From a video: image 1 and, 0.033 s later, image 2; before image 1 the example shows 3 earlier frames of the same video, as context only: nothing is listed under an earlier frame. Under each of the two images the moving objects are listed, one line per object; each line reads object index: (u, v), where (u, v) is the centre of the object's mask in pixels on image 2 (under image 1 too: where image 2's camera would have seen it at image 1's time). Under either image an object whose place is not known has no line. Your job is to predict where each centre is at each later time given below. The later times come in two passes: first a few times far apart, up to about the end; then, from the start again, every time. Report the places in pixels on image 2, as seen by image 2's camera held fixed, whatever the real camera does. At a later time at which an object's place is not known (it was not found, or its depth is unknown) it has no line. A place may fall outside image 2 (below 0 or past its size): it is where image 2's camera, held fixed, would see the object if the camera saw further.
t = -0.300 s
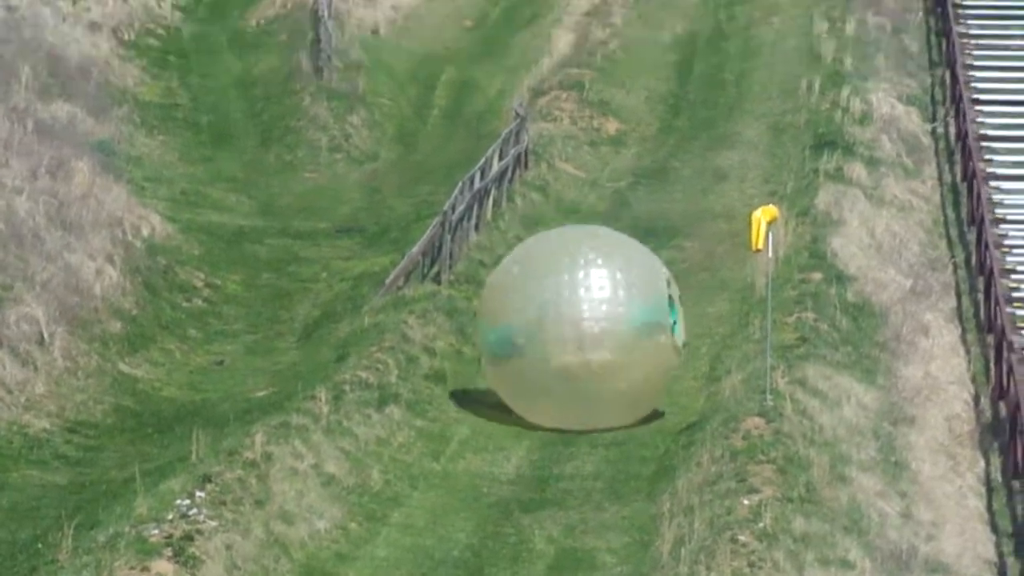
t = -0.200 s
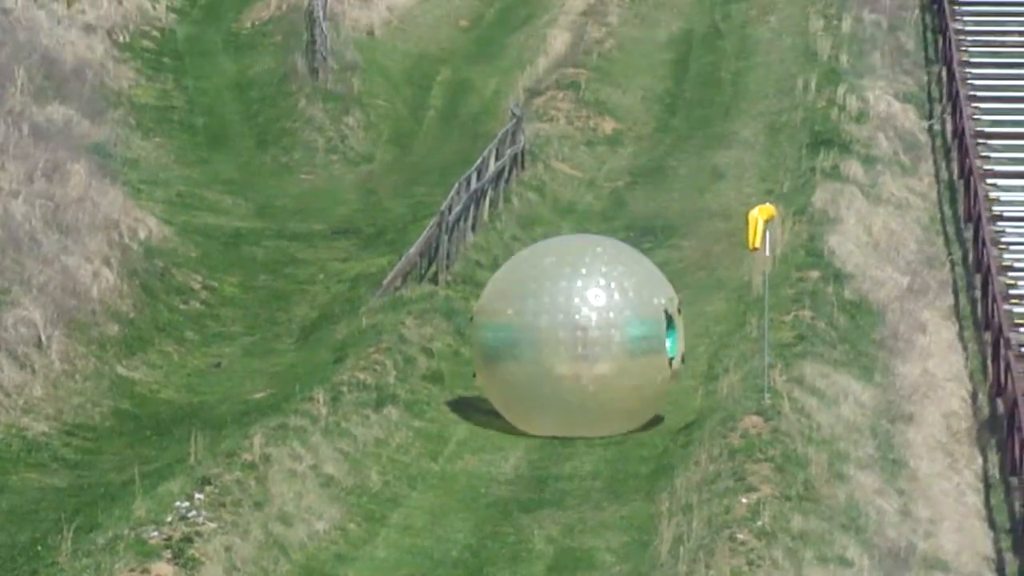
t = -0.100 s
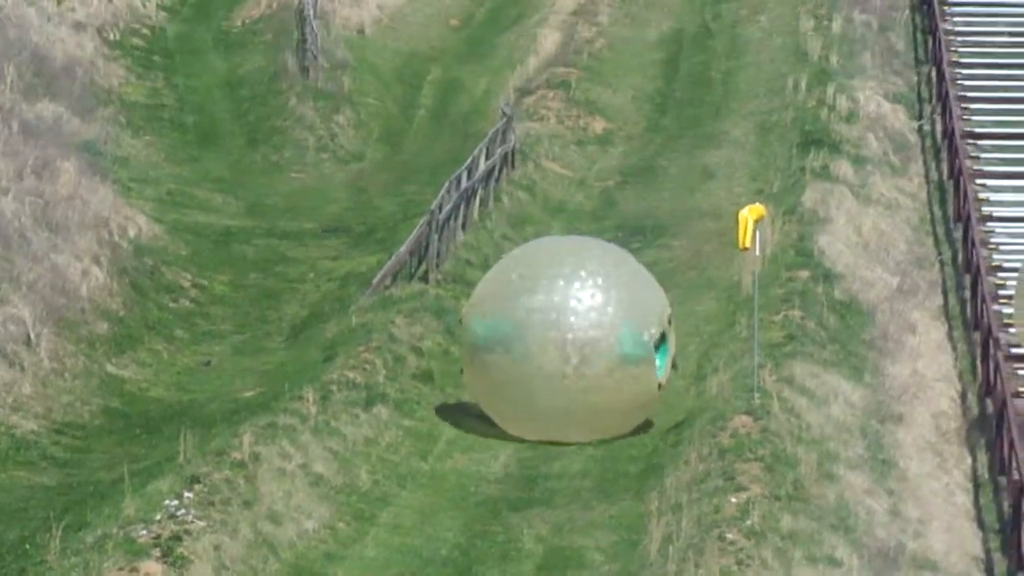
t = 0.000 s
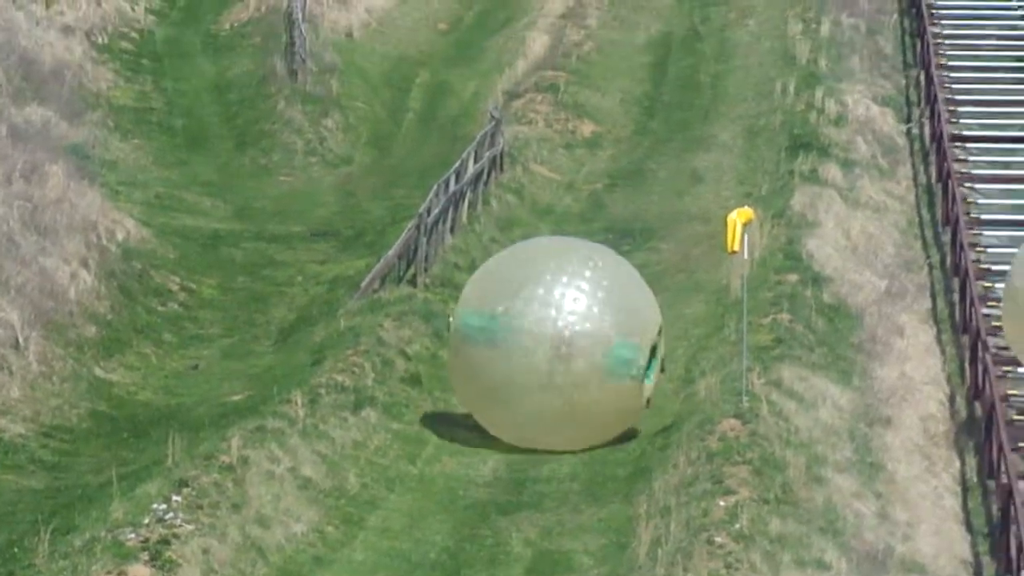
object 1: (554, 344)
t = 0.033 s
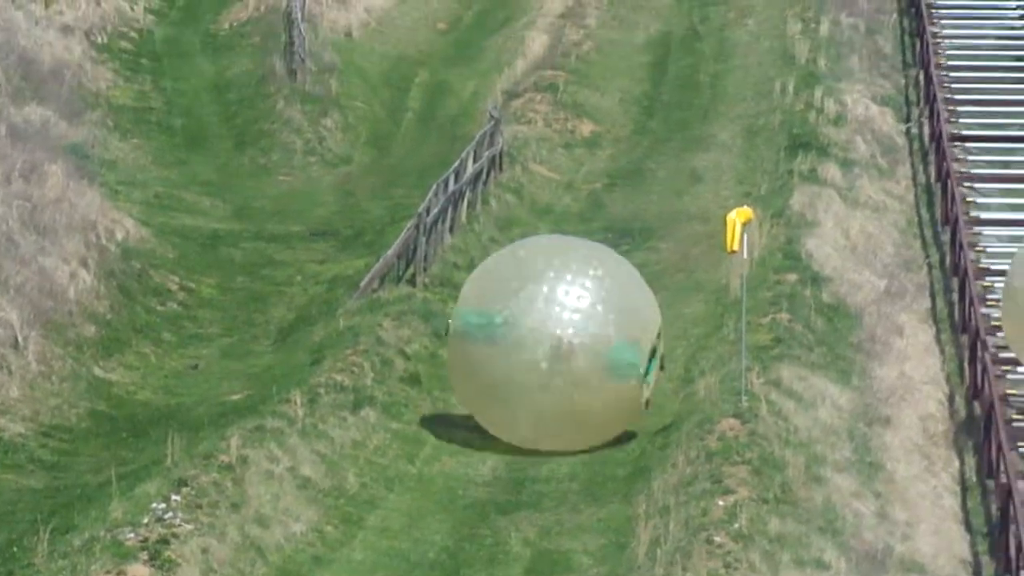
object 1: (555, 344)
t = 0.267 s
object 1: (555, 354)
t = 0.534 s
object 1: (552, 377)
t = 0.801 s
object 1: (547, 390)
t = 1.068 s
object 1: (540, 400)
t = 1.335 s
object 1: (531, 422)
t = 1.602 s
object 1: (521, 430)
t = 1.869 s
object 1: (513, 451)
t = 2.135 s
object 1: (504, 480)
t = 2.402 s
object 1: (493, 488)
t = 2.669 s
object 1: (481, 509)
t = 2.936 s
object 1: (467, 546)
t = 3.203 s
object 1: (457, 569)
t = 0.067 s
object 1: (554, 343)
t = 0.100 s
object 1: (554, 344)
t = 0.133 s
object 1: (555, 345)
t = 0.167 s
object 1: (555, 347)
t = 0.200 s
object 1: (554, 349)
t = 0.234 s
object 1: (554, 351)
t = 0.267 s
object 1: (555, 354)
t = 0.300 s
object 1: (555, 357)
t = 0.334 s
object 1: (555, 359)
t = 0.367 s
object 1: (555, 362)
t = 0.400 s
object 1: (554, 365)
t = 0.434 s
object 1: (554, 368)
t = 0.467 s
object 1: (553, 371)
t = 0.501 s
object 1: (553, 374)
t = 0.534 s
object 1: (552, 377)
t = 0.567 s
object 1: (552, 380)
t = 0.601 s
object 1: (550, 383)
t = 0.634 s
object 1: (549, 385)
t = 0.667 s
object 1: (549, 386)
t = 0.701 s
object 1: (548, 387)
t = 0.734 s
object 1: (548, 389)
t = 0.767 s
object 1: (547, 389)
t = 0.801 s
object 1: (547, 390)
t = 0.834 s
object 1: (546, 390)
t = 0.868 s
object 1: (545, 391)
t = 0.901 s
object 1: (544, 392)
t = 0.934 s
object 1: (543, 393)
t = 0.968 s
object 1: (542, 395)
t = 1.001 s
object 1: (541, 397)
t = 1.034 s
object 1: (540, 398)
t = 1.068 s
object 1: (540, 400)
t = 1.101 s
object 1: (539, 402)
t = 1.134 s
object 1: (538, 405)
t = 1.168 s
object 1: (537, 408)
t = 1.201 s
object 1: (535, 411)
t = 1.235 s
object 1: (534, 414)
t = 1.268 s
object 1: (533, 417)
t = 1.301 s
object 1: (532, 420)
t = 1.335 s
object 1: (531, 422)
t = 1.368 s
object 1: (529, 424)
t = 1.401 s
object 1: (528, 426)
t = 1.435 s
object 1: (527, 427)
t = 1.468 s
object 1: (525, 428)
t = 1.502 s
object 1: (524, 428)
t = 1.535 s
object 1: (524, 429)
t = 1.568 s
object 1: (522, 430)
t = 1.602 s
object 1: (521, 430)
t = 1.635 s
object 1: (519, 432)
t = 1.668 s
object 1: (518, 434)
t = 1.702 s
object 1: (517, 436)
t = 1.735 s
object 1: (516, 438)
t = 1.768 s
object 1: (515, 441)
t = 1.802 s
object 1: (513, 444)
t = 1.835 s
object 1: (513, 448)
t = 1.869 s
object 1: (513, 451)
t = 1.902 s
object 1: (512, 455)
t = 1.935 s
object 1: (511, 459)
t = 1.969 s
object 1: (510, 463)
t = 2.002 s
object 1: (509, 467)
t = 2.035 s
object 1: (508, 470)
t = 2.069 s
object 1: (507, 474)
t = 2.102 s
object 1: (506, 477)
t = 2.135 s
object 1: (504, 480)
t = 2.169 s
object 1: (503, 482)
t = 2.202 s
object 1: (502, 484)
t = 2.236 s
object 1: (500, 485)
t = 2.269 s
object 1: (498, 486)
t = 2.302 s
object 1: (497, 486)
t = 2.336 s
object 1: (495, 487)
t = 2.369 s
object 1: (494, 487)
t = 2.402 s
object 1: (493, 488)
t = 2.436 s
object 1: (491, 489)
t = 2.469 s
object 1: (489, 490)
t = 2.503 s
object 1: (489, 491)
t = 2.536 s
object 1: (488, 494)
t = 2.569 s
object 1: (486, 497)
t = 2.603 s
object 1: (484, 500)
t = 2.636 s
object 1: (482, 505)
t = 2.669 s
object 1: (481, 509)
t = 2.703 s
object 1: (479, 515)
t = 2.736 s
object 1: (477, 520)
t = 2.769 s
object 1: (476, 525)
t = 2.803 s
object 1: (474, 531)
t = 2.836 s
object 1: (472, 534)
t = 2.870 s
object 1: (471, 538)
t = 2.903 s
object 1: (469, 542)
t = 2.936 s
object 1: (467, 546)
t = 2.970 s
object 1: (466, 550)
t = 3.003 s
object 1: (465, 553)
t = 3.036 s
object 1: (464, 557)
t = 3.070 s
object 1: (463, 562)
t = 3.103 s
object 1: (461, 566)
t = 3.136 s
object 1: (460, 568)
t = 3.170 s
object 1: (459, 569)
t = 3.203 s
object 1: (457, 569)
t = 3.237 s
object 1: (456, 570)
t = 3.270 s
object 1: (455, 571)
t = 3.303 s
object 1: (454, 572)
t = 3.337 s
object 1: (453, 574)
